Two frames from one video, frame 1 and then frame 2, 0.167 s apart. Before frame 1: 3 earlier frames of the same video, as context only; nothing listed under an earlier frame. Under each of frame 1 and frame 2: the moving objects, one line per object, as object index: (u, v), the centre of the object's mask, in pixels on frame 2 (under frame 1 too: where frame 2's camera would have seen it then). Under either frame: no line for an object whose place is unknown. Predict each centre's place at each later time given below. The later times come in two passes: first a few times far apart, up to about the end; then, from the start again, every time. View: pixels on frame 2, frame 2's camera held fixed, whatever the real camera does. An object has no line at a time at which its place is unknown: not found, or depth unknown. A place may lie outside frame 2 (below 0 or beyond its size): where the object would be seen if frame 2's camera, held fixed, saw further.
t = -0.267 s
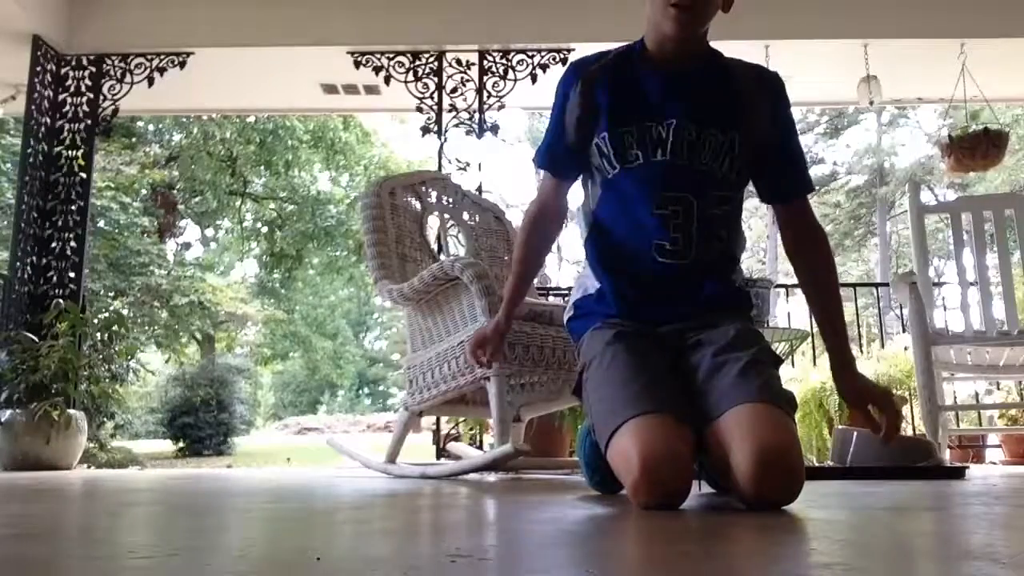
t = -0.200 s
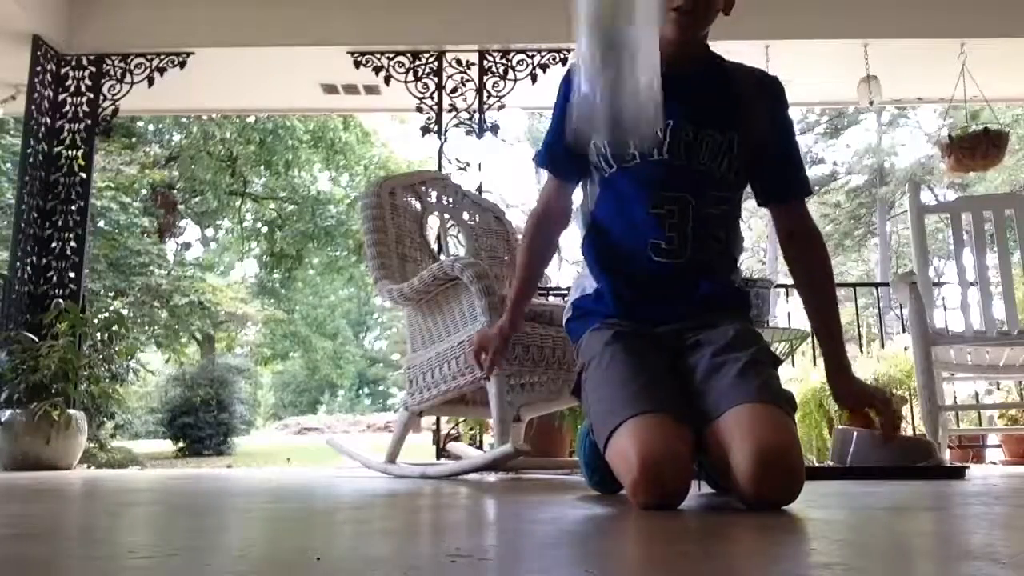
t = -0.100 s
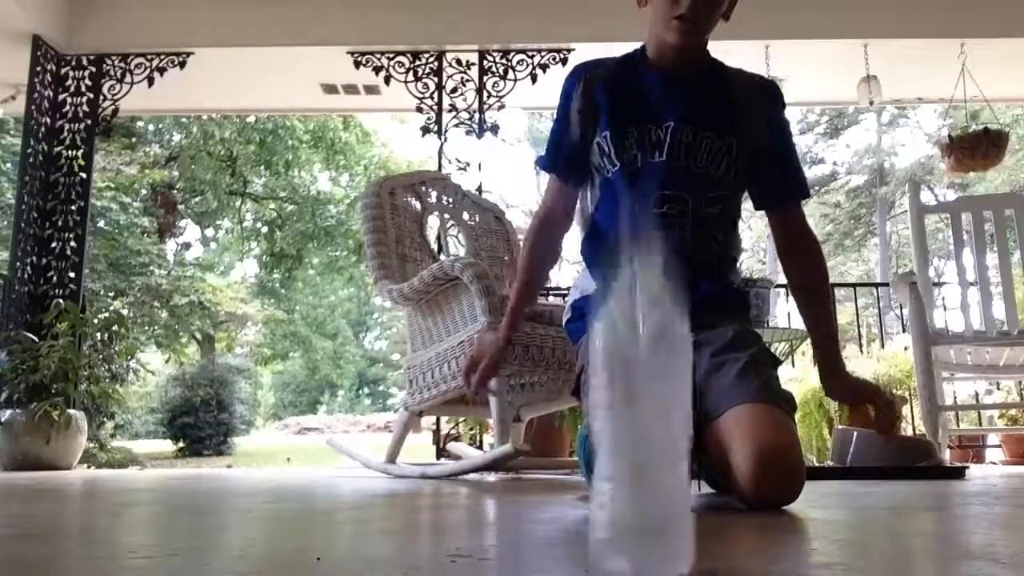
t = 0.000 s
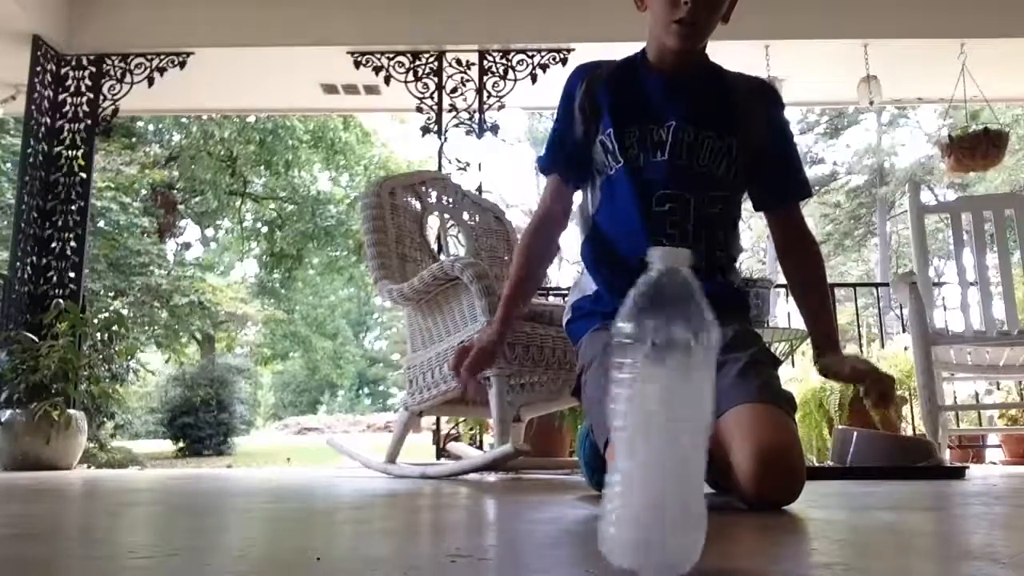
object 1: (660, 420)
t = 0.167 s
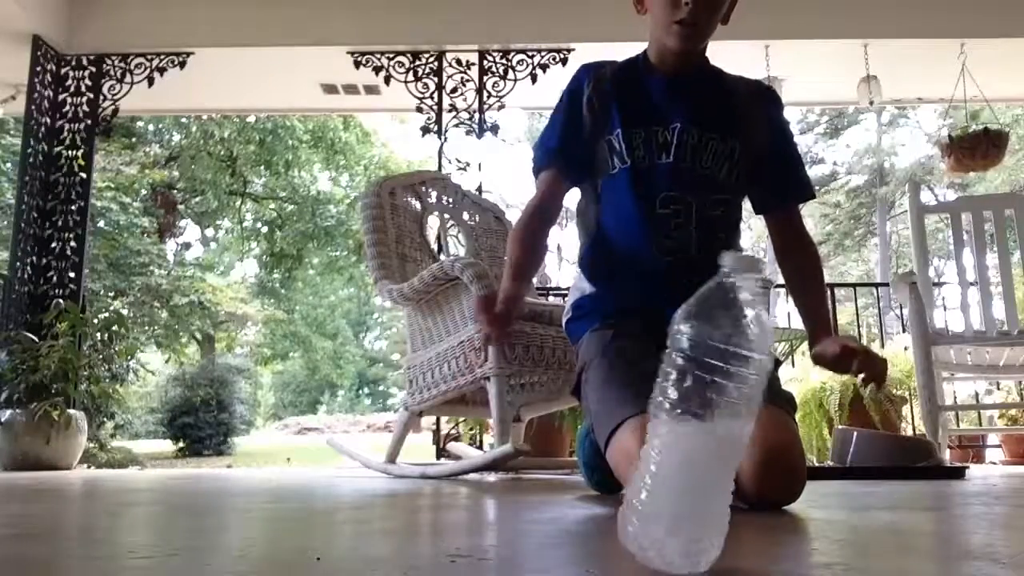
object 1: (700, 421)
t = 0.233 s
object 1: (707, 422)
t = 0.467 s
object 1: (713, 422)
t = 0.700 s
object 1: (715, 422)
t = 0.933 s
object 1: (689, 419)
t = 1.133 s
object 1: (658, 425)
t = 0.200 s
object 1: (705, 422)
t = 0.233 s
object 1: (707, 422)
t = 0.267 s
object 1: (707, 423)
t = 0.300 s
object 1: (706, 422)
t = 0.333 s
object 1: (706, 422)
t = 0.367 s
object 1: (709, 422)
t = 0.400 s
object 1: (712, 422)
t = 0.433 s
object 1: (713, 422)
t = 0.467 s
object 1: (713, 422)
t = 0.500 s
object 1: (715, 422)
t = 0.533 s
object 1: (717, 423)
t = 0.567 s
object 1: (716, 422)
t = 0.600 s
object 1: (716, 422)
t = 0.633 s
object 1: (715, 422)
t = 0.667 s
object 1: (716, 422)
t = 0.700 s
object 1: (715, 422)
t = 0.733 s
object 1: (714, 422)
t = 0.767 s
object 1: (712, 422)
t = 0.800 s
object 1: (711, 421)
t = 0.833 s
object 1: (707, 421)
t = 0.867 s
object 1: (703, 420)
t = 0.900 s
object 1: (697, 421)
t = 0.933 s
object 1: (689, 419)
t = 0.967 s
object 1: (678, 419)
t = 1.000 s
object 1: (661, 421)
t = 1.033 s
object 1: (649, 424)
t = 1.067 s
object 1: (646, 427)
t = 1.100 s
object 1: (651, 425)
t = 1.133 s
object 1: (658, 425)
